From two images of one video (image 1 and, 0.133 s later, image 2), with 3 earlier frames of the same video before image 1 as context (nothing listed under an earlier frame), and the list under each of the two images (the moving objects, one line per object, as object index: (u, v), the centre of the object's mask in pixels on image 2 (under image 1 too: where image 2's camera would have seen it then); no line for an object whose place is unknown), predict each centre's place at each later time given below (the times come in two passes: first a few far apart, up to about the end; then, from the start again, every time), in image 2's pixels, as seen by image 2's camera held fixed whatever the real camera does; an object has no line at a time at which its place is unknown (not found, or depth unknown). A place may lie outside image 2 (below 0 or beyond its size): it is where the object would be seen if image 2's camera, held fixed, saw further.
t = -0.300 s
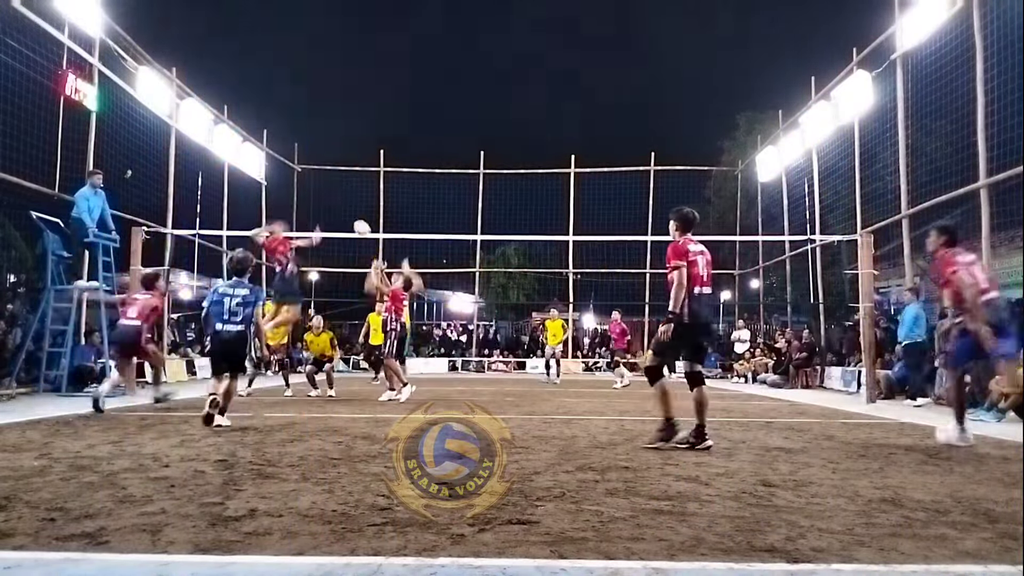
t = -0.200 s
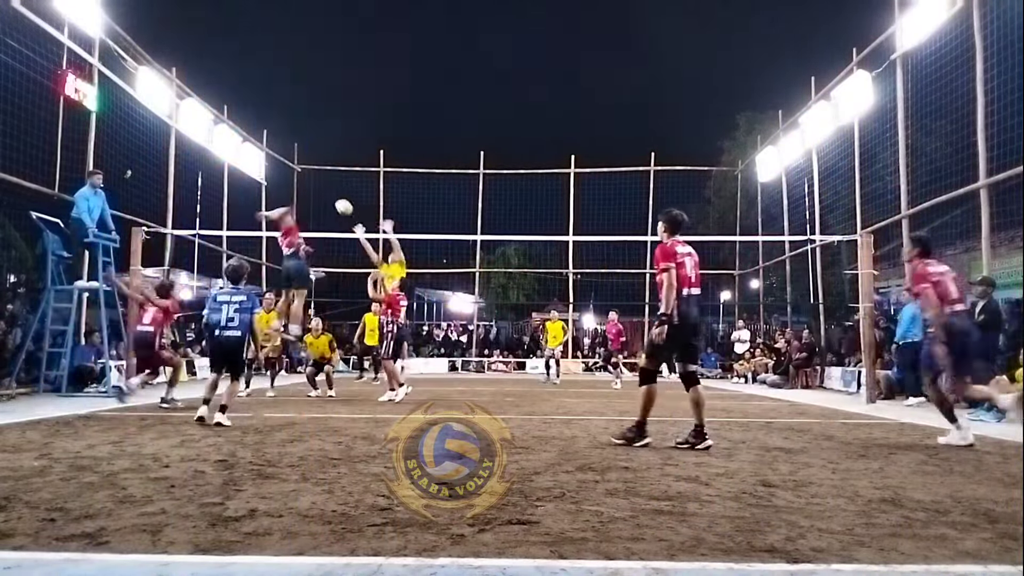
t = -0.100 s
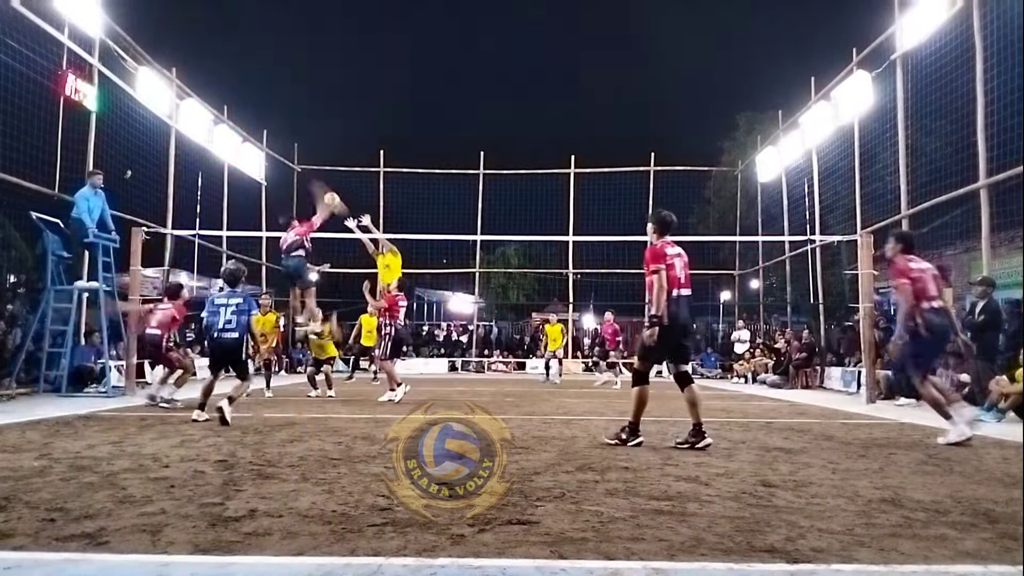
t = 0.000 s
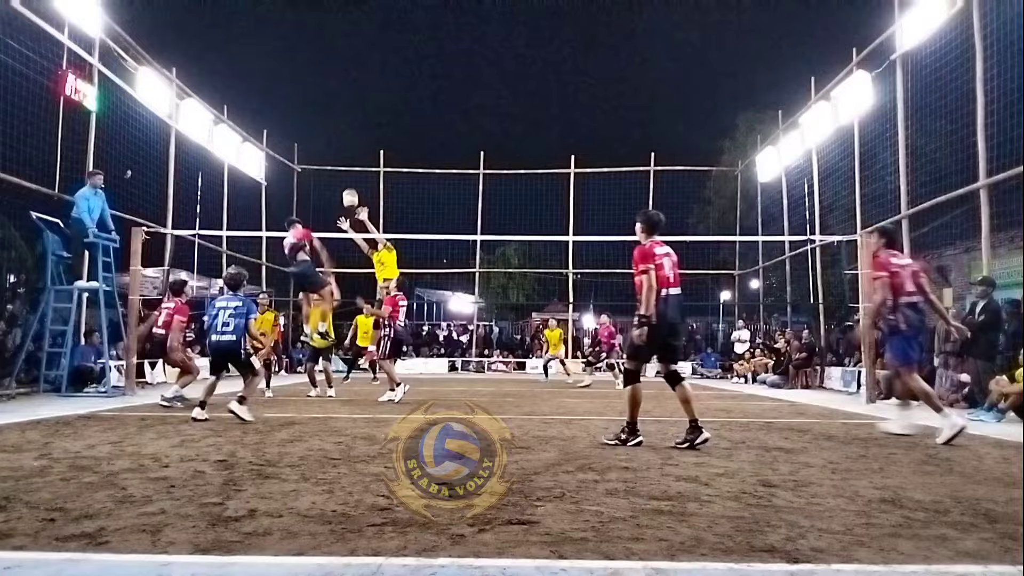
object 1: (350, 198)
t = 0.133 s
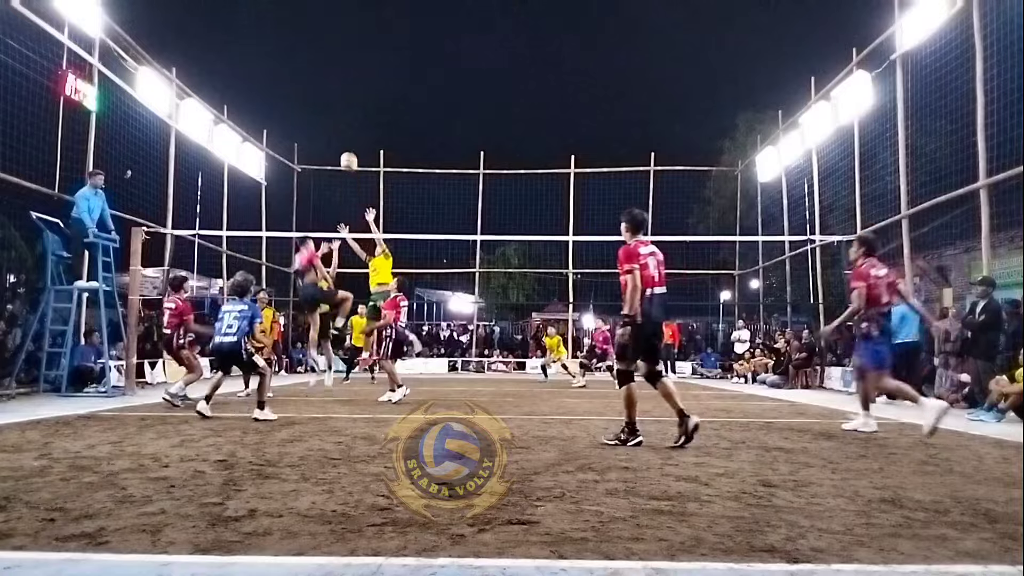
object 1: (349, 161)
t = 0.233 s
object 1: (348, 140)
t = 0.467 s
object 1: (348, 115)
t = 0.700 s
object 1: (350, 141)
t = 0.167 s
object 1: (349, 154)
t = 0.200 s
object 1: (348, 146)
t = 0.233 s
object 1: (348, 140)
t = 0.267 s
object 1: (348, 134)
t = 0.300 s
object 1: (348, 129)
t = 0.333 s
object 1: (348, 124)
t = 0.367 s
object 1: (348, 120)
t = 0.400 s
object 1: (348, 118)
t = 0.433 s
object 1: (348, 116)
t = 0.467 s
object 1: (348, 115)
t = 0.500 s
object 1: (348, 115)
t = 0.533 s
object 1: (348, 116)
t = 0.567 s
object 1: (348, 118)
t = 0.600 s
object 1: (348, 122)
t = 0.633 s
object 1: (349, 127)
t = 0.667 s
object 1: (349, 134)
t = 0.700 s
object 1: (350, 141)
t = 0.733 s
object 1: (350, 152)
